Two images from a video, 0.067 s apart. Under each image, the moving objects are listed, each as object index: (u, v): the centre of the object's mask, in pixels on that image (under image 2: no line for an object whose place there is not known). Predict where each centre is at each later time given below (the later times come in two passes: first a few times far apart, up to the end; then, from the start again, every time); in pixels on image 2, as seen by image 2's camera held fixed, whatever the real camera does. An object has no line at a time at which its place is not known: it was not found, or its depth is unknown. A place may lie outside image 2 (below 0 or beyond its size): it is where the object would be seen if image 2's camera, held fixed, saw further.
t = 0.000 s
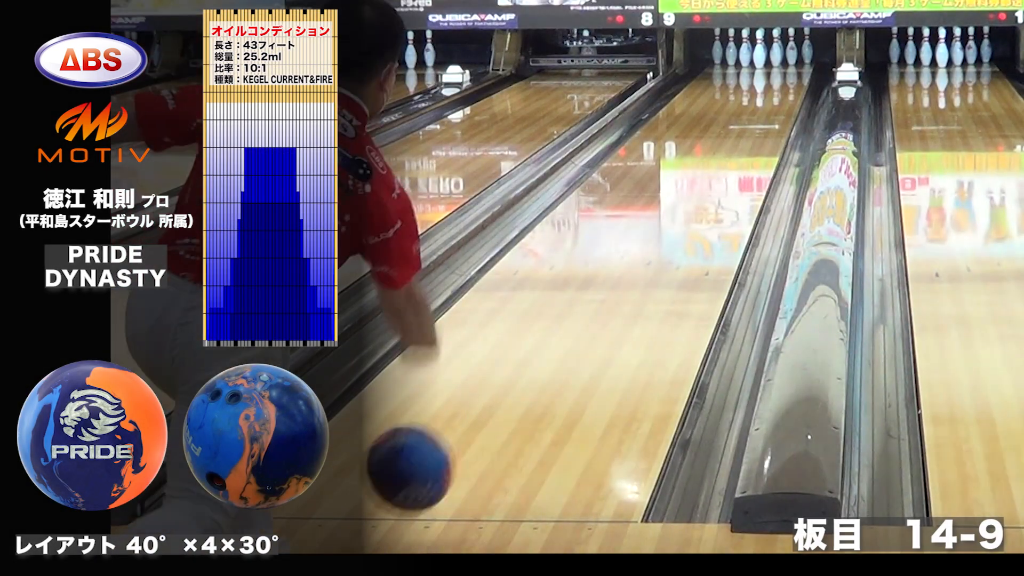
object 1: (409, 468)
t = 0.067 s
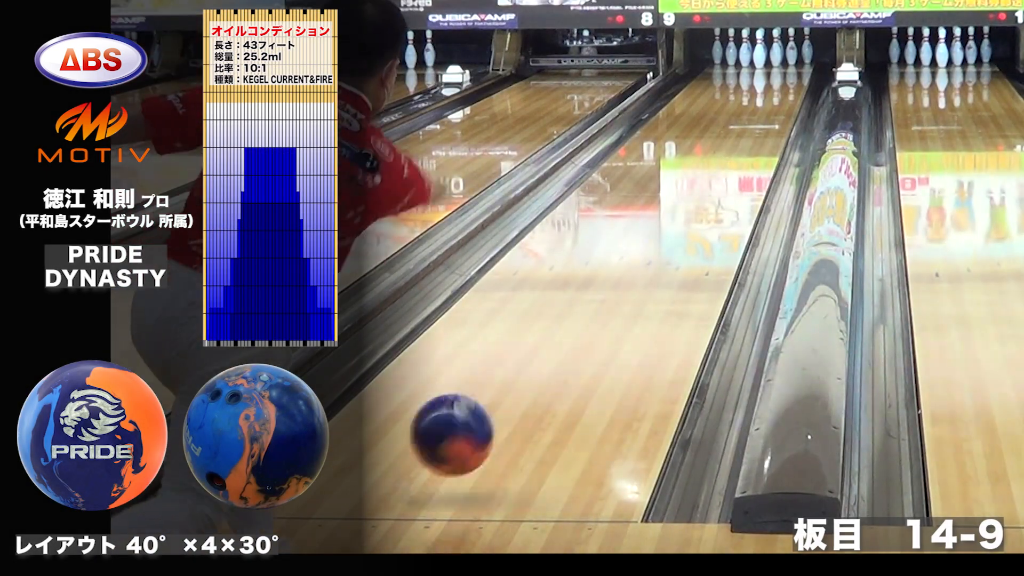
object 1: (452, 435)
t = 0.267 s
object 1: (549, 358)
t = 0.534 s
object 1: (631, 268)
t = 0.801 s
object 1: (684, 207)
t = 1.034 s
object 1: (716, 170)
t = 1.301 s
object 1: (743, 138)
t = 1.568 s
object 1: (760, 113)
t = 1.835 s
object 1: (770, 95)
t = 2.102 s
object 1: (775, 80)
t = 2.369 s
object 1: (772, 68)
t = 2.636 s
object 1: (768, 58)
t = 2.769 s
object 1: (770, 56)
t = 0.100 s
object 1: (471, 426)
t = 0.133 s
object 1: (490, 421)
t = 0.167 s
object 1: (506, 407)
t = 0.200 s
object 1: (521, 387)
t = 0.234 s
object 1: (535, 373)
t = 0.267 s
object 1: (549, 358)
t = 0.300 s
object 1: (562, 344)
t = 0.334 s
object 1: (573, 331)
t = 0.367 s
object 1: (584, 319)
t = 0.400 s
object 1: (595, 308)
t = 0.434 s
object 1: (604, 297)
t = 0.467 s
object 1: (613, 287)
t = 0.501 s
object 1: (622, 277)
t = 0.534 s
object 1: (631, 268)
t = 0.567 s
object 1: (639, 259)
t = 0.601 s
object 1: (646, 250)
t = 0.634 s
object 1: (653, 242)
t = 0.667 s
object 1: (660, 235)
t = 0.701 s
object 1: (666, 227)
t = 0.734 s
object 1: (673, 220)
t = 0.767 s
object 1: (678, 213)
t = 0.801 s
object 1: (684, 207)
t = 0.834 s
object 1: (689, 201)
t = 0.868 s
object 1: (695, 195)
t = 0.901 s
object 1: (699, 190)
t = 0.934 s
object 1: (704, 185)
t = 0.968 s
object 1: (708, 179)
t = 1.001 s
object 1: (712, 175)
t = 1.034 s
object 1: (716, 170)
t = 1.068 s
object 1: (720, 165)
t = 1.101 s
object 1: (724, 161)
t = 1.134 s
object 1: (728, 157)
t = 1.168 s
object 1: (731, 153)
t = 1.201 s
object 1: (735, 149)
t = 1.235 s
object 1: (737, 145)
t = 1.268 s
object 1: (740, 141)
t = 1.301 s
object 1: (743, 138)
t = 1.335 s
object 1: (745, 134)
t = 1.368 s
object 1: (747, 131)
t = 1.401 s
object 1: (750, 128)
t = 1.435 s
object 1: (753, 124)
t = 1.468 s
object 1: (754, 122)
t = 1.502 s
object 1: (757, 118)
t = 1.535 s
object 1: (758, 116)
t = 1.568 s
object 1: (760, 113)
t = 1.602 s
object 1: (762, 111)
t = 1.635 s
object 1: (764, 109)
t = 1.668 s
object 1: (764, 106)
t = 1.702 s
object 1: (767, 103)
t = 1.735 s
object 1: (768, 102)
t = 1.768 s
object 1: (769, 99)
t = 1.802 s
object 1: (769, 97)
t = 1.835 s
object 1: (770, 95)
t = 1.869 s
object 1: (771, 93)
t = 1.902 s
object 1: (772, 91)
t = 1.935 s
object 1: (773, 89)
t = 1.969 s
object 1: (773, 87)
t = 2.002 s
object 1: (774, 85)
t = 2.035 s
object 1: (774, 83)
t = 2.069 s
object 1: (774, 82)
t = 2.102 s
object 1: (775, 80)
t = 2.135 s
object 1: (774, 78)
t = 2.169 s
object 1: (774, 77)
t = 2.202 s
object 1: (774, 74)
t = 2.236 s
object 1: (774, 73)
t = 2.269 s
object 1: (774, 72)
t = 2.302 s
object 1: (773, 71)
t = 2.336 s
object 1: (773, 69)
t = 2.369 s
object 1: (772, 68)
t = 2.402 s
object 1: (771, 66)
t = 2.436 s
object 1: (771, 65)
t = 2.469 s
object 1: (771, 64)
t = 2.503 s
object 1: (769, 63)
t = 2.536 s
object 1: (768, 61)
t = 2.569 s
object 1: (768, 60)
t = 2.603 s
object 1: (767, 59)
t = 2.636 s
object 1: (768, 58)
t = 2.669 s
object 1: (769, 56)
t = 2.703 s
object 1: (770, 57)
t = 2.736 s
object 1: (770, 56)
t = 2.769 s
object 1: (770, 56)
